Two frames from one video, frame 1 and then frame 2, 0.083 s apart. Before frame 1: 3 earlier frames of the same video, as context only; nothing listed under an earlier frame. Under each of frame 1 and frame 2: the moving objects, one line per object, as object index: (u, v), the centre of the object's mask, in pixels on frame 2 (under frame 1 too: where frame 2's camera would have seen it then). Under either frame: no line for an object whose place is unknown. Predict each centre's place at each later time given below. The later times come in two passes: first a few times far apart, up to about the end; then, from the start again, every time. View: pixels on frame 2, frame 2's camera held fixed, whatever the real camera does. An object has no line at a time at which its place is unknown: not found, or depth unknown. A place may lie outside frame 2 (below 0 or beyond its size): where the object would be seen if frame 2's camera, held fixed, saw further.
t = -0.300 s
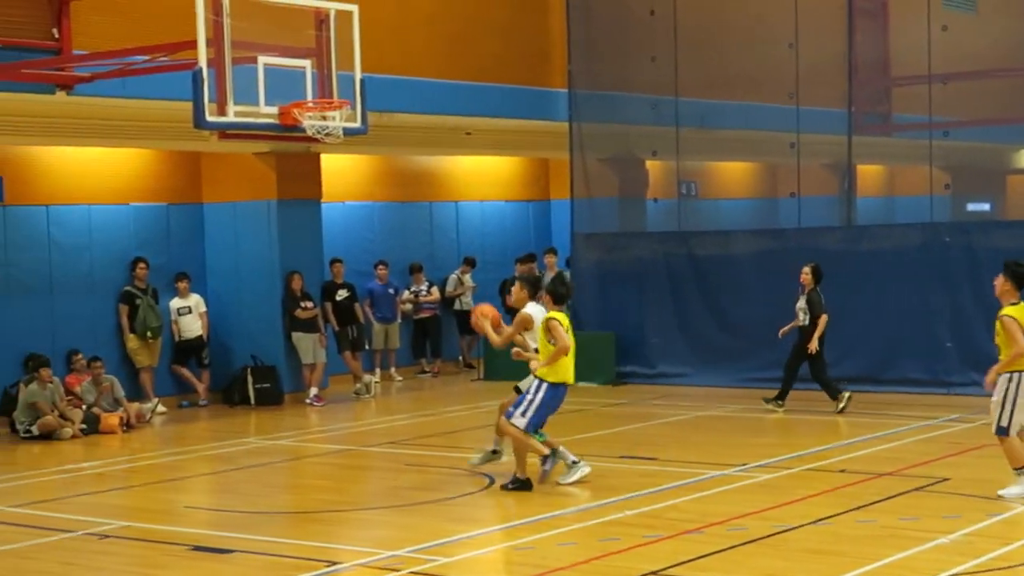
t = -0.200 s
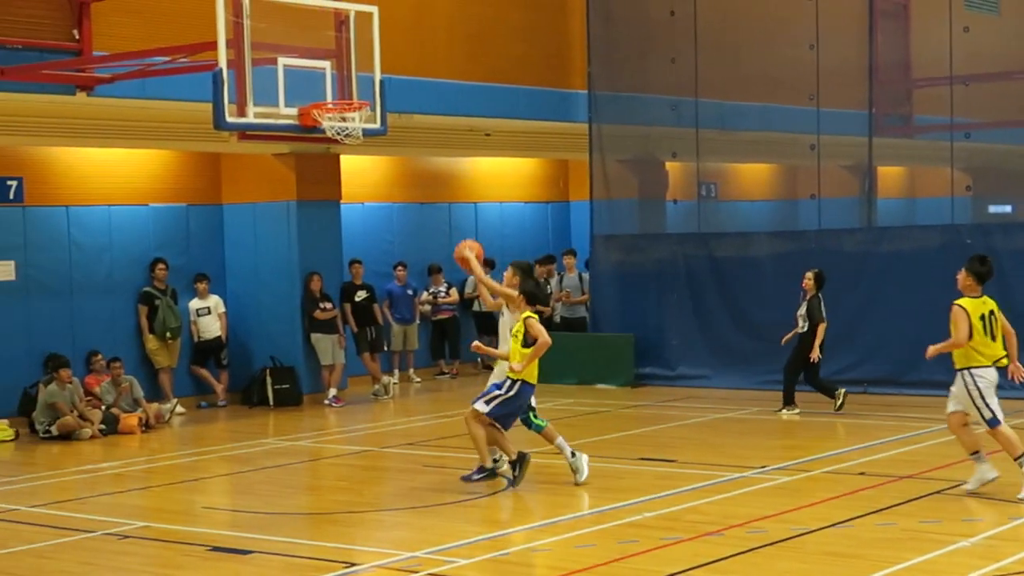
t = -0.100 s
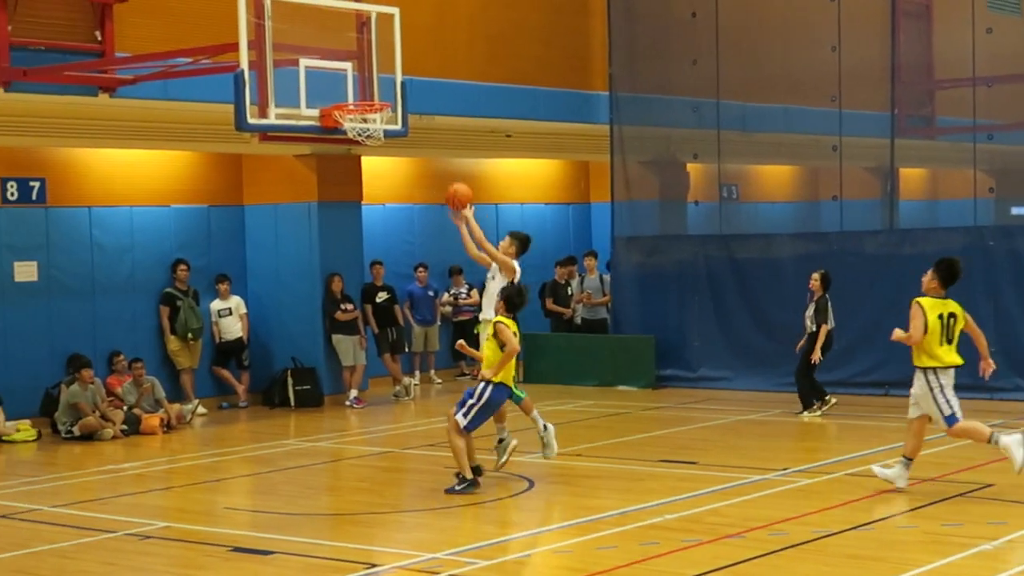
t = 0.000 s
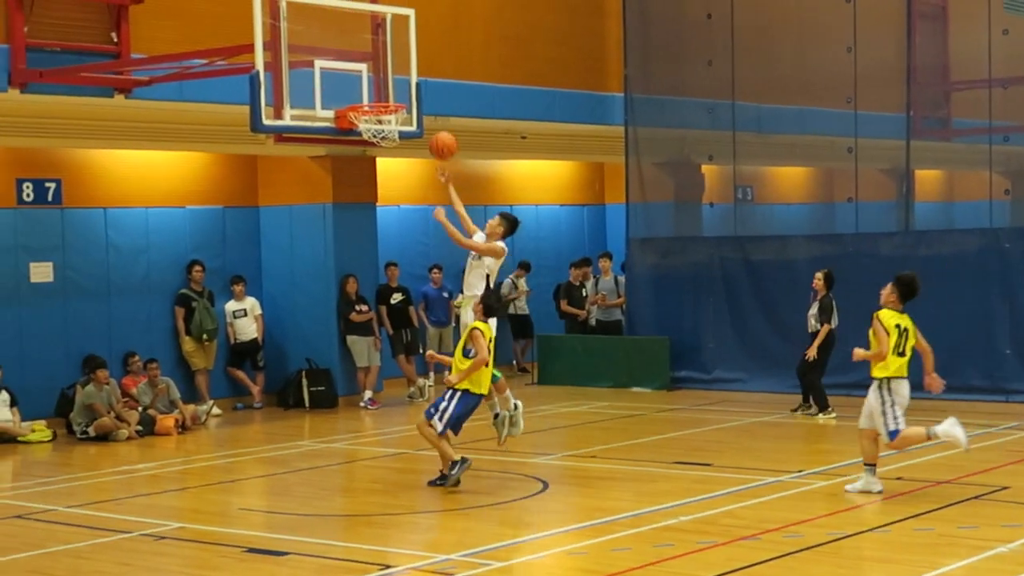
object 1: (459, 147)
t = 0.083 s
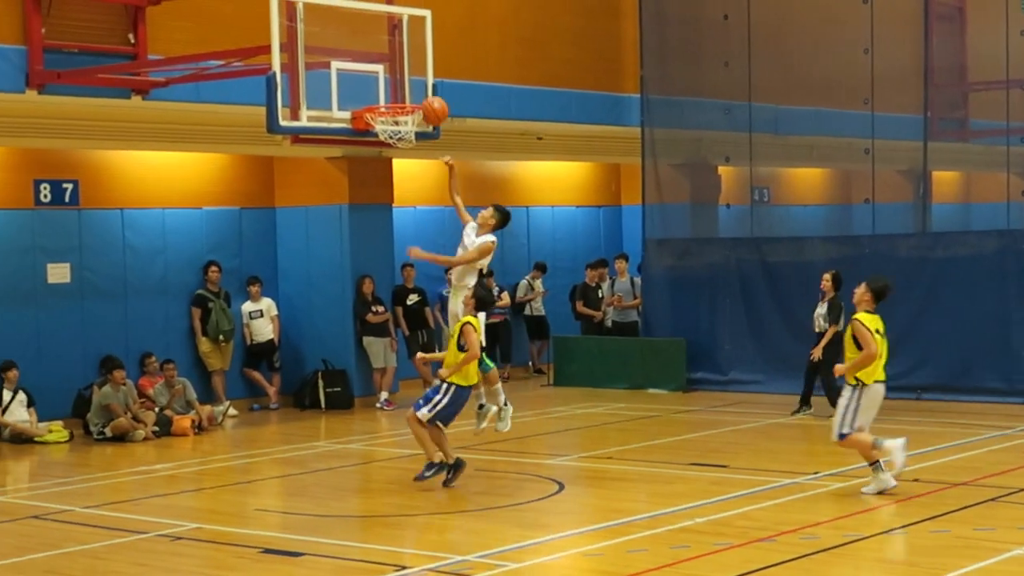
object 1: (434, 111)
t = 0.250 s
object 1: (441, 75)
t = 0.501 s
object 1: (459, 84)
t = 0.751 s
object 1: (479, 169)
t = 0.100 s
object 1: (433, 105)
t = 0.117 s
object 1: (434, 101)
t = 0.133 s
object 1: (434, 97)
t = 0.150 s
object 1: (435, 93)
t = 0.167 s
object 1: (436, 89)
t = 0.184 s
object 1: (437, 86)
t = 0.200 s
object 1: (438, 83)
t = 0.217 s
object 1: (439, 80)
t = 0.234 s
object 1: (440, 78)
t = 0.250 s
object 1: (441, 75)
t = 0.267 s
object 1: (442, 74)
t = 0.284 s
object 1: (443, 73)
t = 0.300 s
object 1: (445, 71)
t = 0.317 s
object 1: (446, 71)
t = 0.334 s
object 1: (447, 70)
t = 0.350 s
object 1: (448, 70)
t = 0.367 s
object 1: (449, 70)
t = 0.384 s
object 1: (450, 71)
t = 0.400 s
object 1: (451, 71)
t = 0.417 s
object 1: (452, 73)
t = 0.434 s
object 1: (453, 74)
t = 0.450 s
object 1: (455, 76)
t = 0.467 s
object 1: (456, 78)
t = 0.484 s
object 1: (457, 81)
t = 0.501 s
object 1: (459, 84)
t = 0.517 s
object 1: (460, 87)
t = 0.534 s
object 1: (461, 90)
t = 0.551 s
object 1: (463, 94)
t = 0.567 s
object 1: (464, 99)
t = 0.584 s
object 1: (465, 103)
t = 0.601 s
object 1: (466, 108)
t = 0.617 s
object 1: (468, 114)
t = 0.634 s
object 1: (469, 119)
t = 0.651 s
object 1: (471, 125)
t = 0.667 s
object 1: (472, 132)
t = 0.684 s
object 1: (473, 139)
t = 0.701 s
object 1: (475, 146)
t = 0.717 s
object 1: (476, 153)
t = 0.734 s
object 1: (478, 161)
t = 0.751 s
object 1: (479, 169)
